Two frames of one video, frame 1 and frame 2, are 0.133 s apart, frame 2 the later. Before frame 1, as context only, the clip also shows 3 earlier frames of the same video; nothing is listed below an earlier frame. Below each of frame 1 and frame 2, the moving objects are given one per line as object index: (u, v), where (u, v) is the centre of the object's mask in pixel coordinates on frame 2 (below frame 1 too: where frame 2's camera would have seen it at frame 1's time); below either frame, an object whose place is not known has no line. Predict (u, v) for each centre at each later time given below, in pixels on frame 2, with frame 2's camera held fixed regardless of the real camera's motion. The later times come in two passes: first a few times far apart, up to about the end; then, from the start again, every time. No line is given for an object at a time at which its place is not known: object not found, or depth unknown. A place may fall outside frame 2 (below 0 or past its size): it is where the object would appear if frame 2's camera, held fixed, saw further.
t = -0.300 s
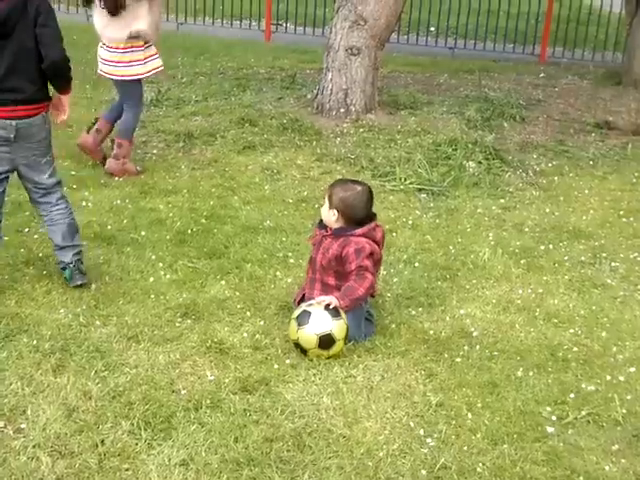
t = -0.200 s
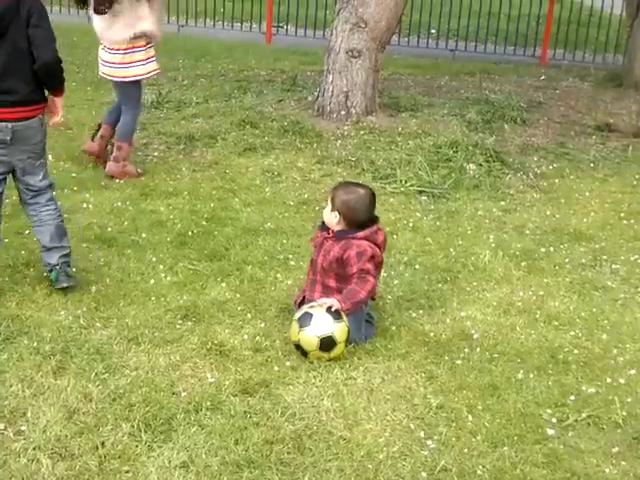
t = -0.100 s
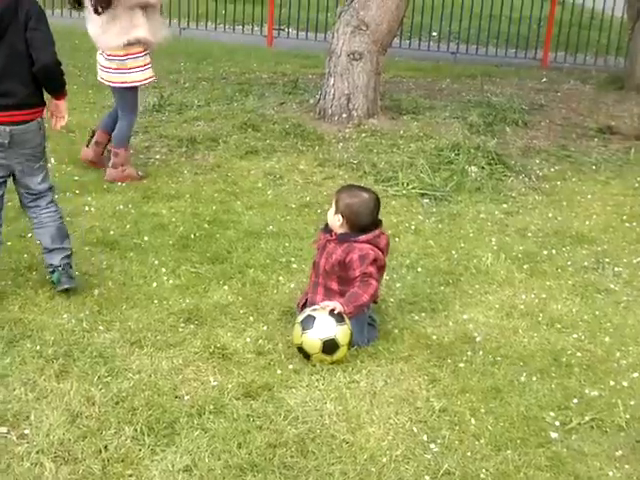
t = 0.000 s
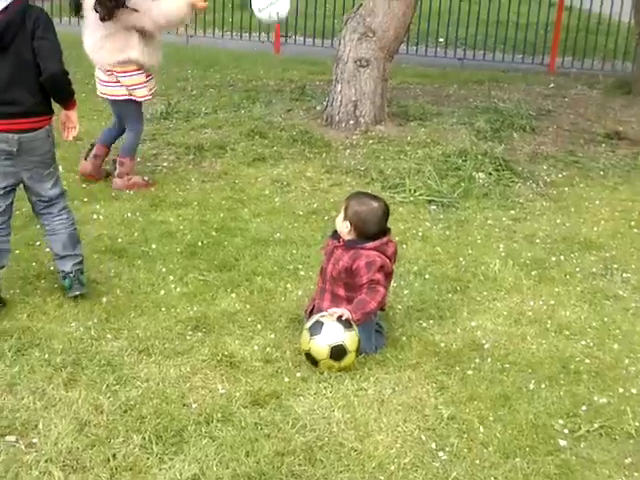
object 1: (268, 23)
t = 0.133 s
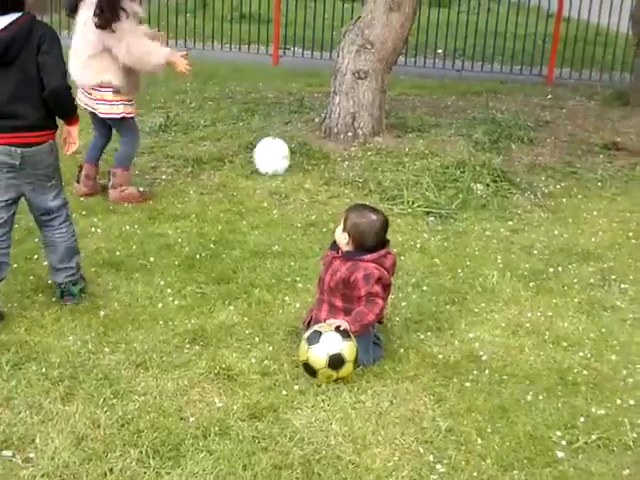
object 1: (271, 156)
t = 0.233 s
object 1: (277, 117)
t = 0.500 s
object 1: (290, 81)
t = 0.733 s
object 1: (296, 165)
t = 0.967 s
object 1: (296, 165)
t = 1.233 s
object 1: (294, 206)
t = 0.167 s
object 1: (273, 145)
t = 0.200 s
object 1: (275, 131)
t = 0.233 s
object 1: (277, 117)
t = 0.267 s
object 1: (279, 106)
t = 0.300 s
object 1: (281, 96)
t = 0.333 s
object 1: (282, 89)
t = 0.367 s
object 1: (284, 83)
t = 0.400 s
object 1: (285, 79)
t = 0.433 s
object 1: (287, 77)
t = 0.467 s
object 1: (288, 78)
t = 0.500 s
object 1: (290, 81)
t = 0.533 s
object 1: (291, 86)
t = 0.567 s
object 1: (292, 93)
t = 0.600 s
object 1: (293, 103)
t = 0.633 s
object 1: (294, 114)
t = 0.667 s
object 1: (295, 130)
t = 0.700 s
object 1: (295, 146)
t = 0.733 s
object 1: (296, 165)
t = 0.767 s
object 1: (296, 186)
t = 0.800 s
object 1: (296, 187)
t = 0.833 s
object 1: (296, 179)
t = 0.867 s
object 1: (296, 173)
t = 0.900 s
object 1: (296, 168)
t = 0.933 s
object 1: (296, 166)
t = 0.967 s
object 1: (296, 165)
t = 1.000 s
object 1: (295, 168)
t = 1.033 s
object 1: (294, 173)
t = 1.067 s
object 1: (293, 179)
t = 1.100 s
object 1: (292, 189)
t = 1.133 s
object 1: (292, 200)
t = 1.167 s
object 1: (291, 211)
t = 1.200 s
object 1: (293, 208)
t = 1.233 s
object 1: (294, 206)
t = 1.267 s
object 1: (295, 207)
